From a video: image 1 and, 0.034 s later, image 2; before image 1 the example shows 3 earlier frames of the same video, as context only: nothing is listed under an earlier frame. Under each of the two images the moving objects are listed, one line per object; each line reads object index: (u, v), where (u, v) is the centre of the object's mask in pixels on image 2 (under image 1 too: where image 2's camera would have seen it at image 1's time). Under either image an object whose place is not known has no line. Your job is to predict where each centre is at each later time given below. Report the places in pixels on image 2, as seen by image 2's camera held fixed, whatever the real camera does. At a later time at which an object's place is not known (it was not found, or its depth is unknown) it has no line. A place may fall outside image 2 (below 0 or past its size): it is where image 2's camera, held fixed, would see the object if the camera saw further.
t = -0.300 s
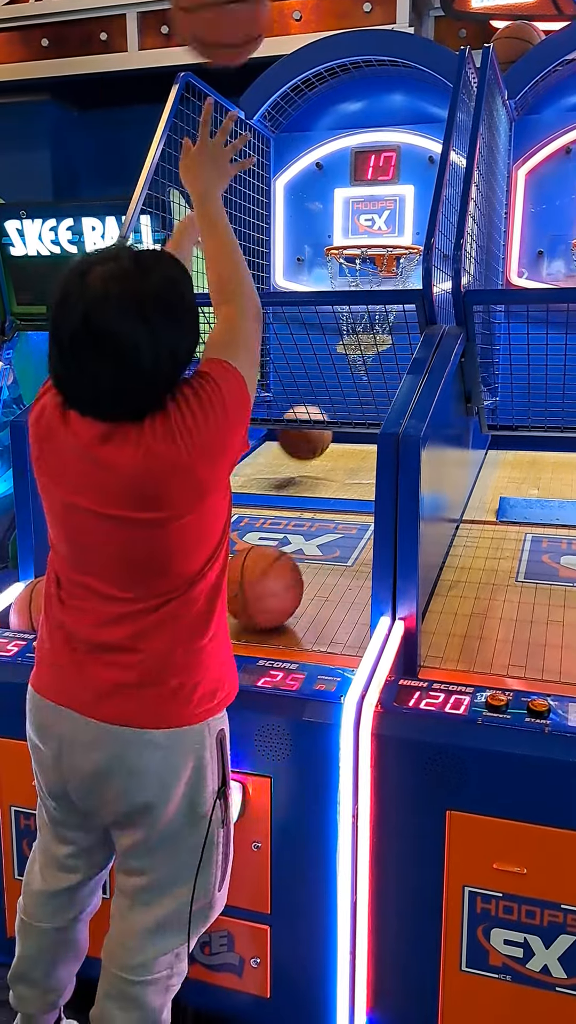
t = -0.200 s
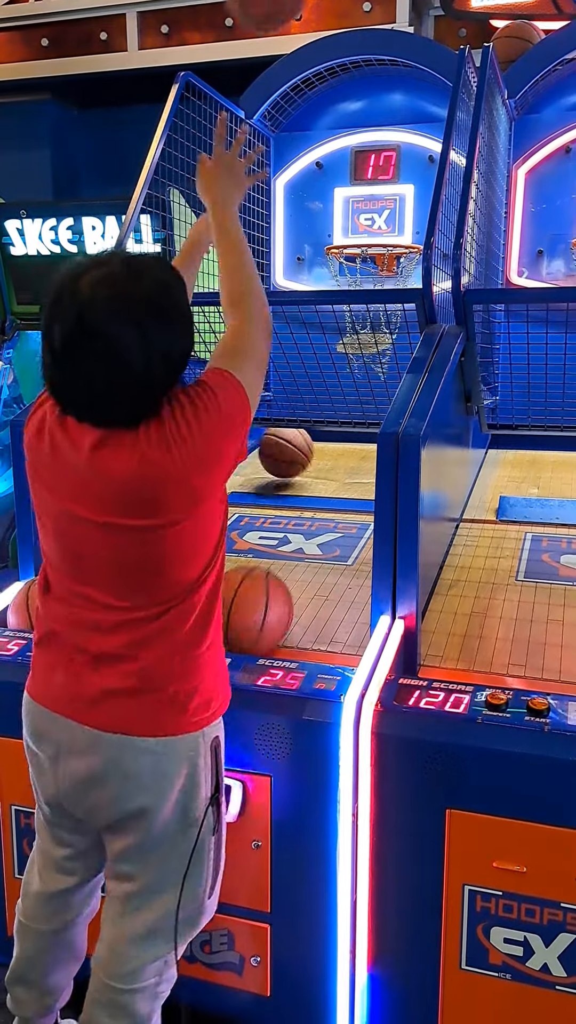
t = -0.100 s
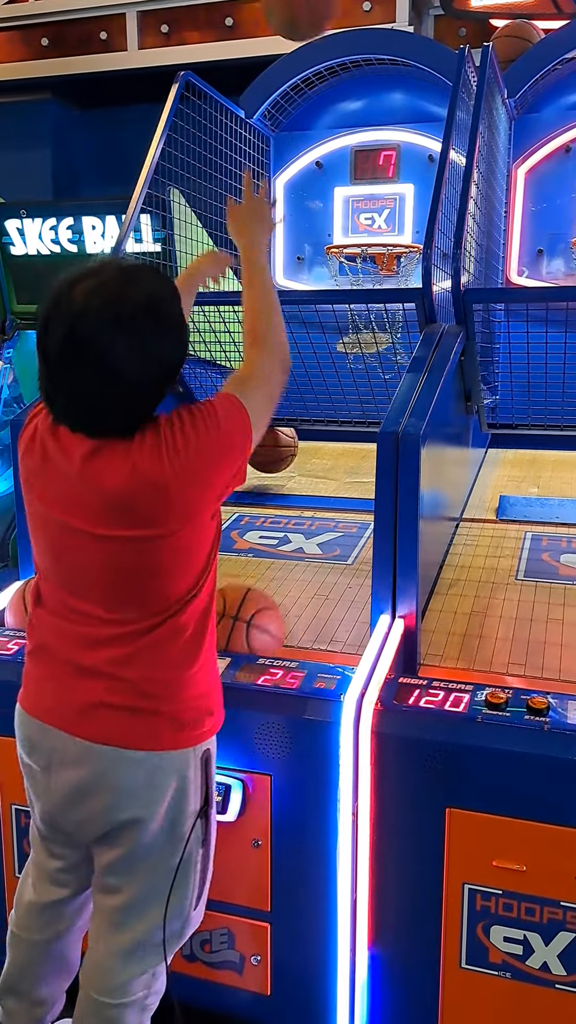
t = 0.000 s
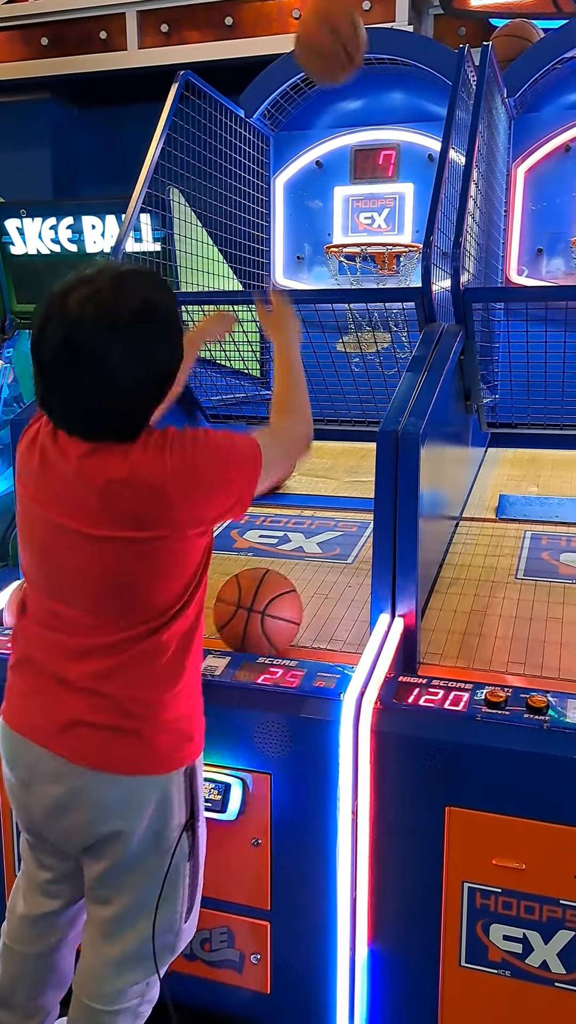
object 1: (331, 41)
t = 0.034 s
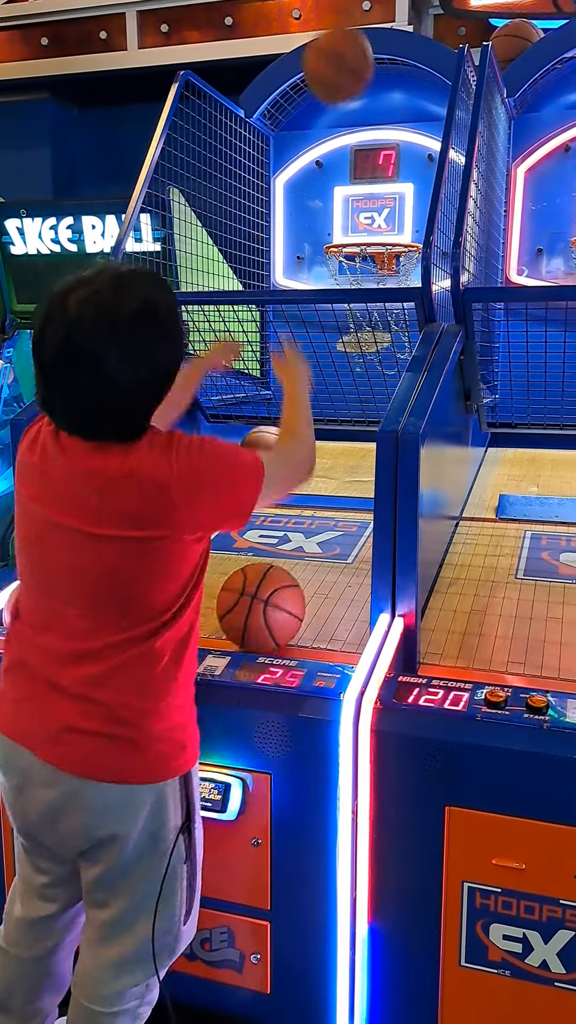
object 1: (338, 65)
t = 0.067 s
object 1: (346, 87)
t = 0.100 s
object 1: (352, 112)
